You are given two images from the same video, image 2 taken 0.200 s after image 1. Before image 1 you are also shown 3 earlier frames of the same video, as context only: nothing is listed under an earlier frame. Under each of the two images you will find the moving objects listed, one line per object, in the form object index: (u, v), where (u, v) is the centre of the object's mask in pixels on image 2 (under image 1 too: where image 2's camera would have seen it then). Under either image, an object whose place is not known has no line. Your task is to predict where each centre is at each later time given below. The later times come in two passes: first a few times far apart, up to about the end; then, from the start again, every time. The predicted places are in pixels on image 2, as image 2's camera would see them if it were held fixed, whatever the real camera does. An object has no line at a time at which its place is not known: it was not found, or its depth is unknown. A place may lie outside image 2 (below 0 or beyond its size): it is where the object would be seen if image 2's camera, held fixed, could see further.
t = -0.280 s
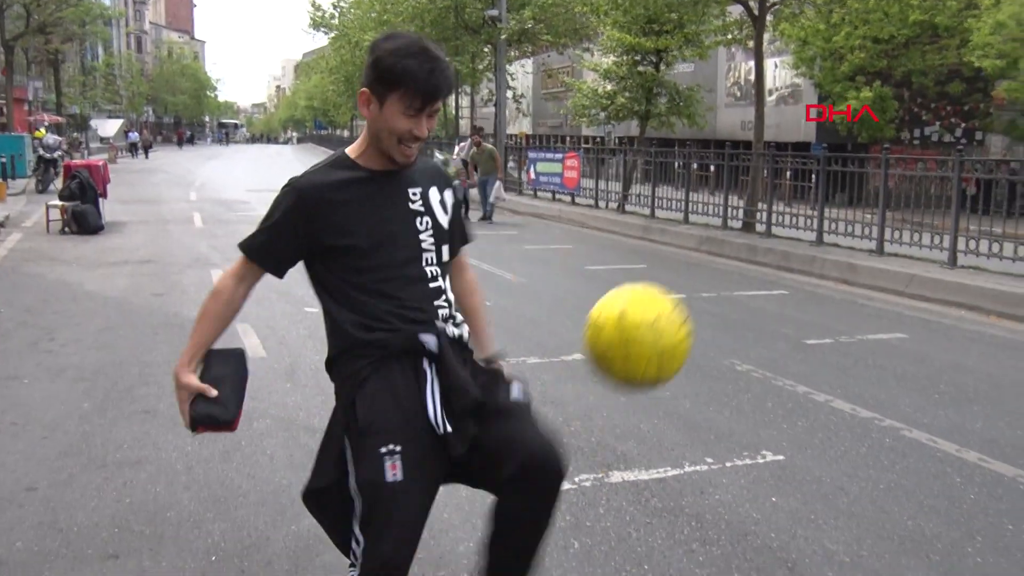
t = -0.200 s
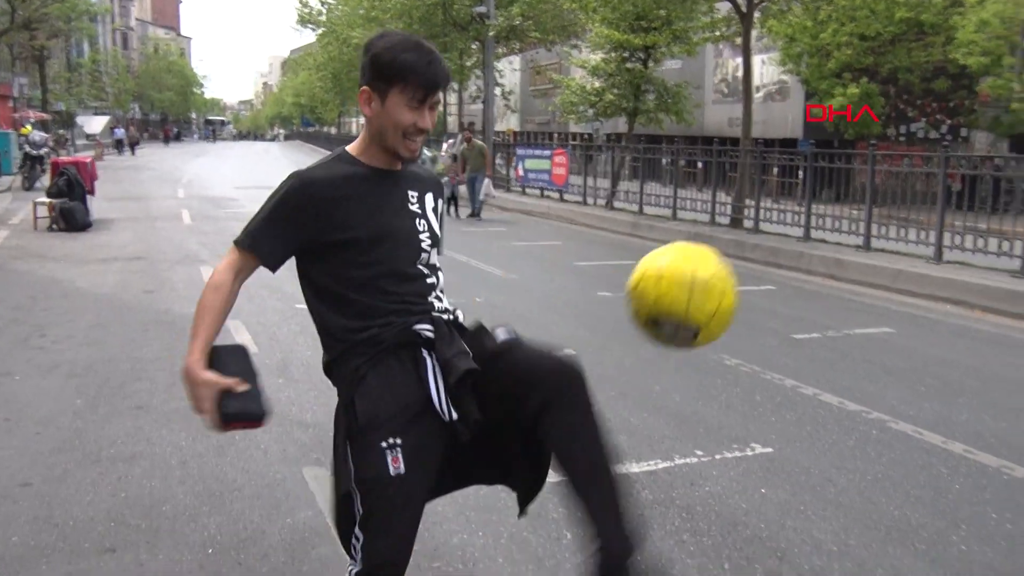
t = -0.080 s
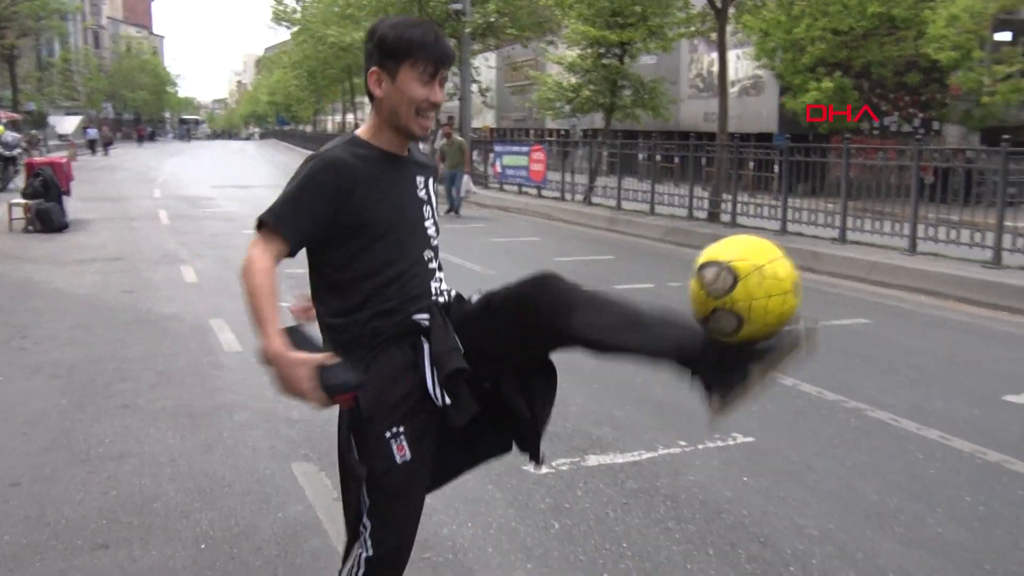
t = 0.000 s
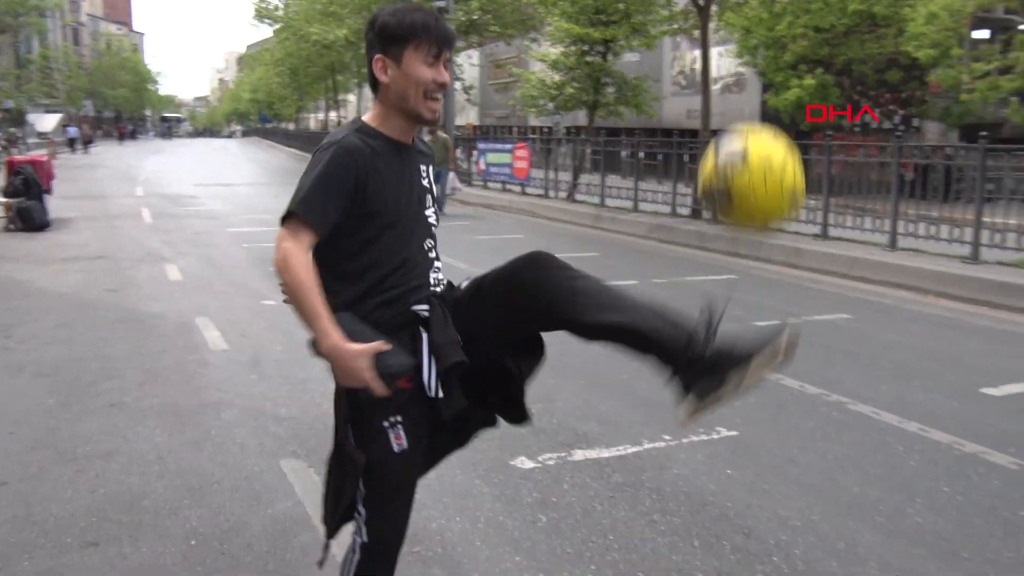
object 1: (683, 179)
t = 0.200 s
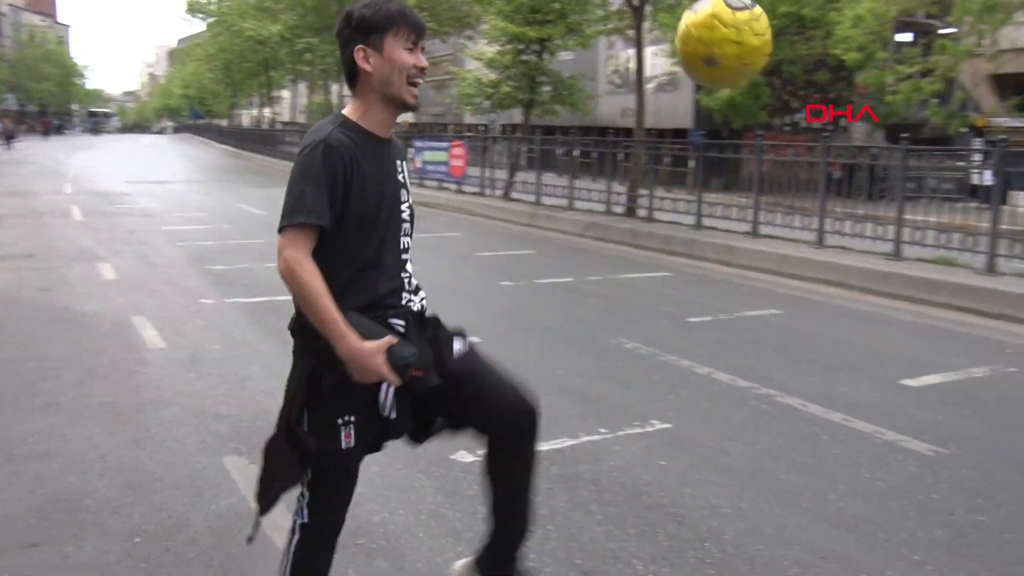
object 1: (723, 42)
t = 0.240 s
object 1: (729, 39)
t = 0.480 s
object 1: (756, 136)
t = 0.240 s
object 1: (729, 39)
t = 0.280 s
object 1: (735, 38)
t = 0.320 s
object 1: (740, 45)
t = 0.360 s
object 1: (744, 60)
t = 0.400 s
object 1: (748, 79)
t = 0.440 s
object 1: (752, 103)
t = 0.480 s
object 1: (756, 136)
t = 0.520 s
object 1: (758, 169)
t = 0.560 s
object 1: (760, 212)
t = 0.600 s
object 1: (761, 263)
